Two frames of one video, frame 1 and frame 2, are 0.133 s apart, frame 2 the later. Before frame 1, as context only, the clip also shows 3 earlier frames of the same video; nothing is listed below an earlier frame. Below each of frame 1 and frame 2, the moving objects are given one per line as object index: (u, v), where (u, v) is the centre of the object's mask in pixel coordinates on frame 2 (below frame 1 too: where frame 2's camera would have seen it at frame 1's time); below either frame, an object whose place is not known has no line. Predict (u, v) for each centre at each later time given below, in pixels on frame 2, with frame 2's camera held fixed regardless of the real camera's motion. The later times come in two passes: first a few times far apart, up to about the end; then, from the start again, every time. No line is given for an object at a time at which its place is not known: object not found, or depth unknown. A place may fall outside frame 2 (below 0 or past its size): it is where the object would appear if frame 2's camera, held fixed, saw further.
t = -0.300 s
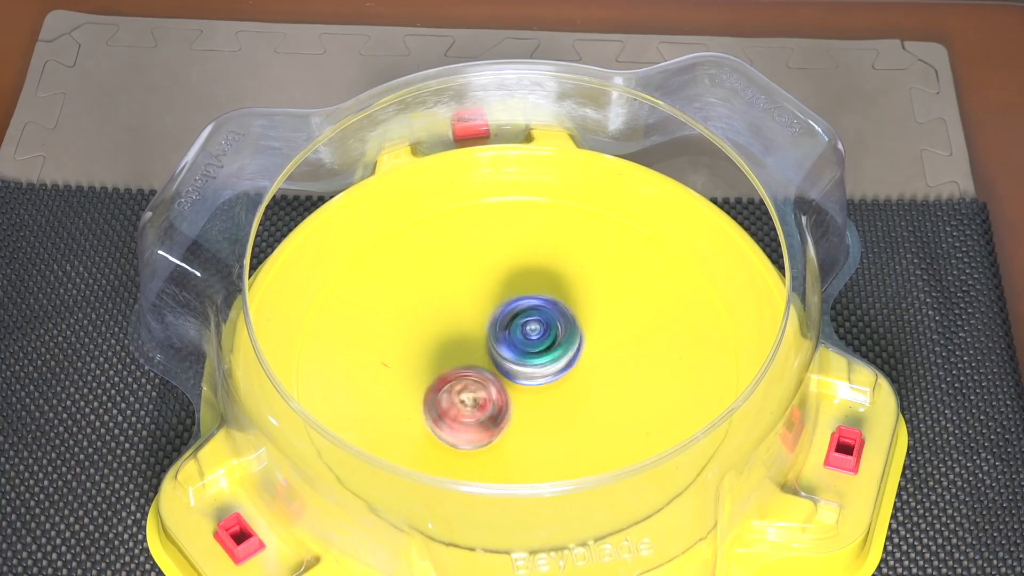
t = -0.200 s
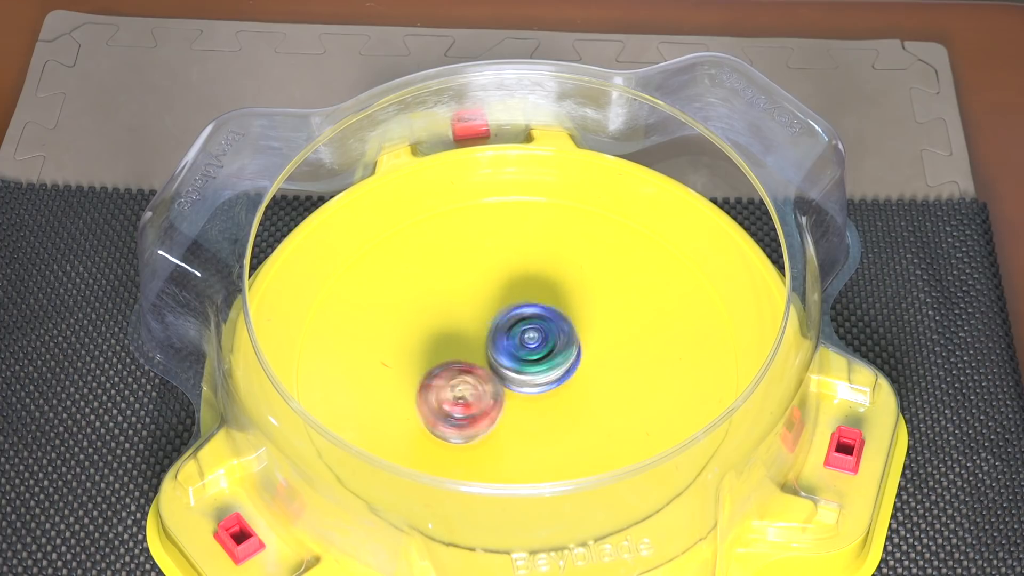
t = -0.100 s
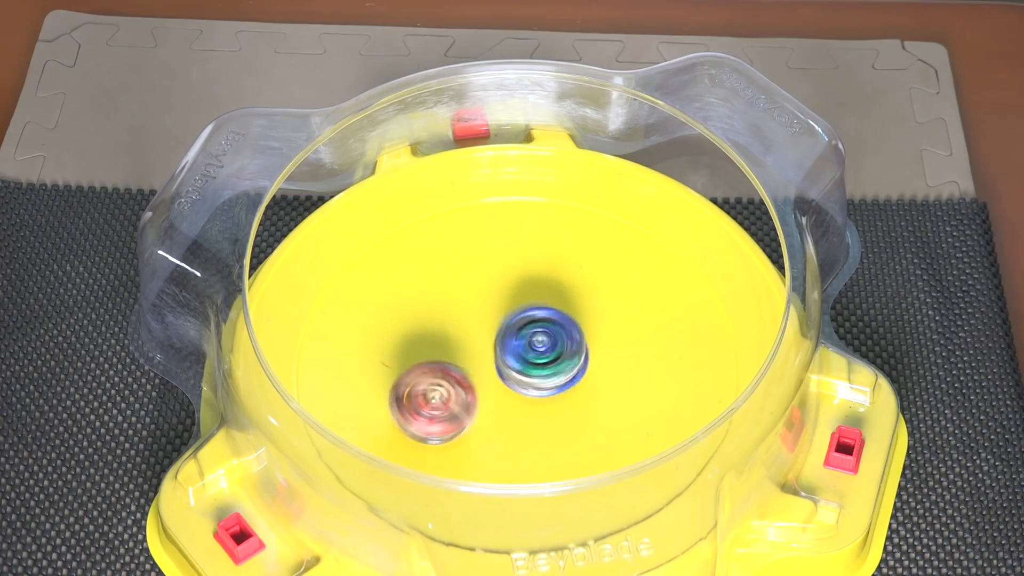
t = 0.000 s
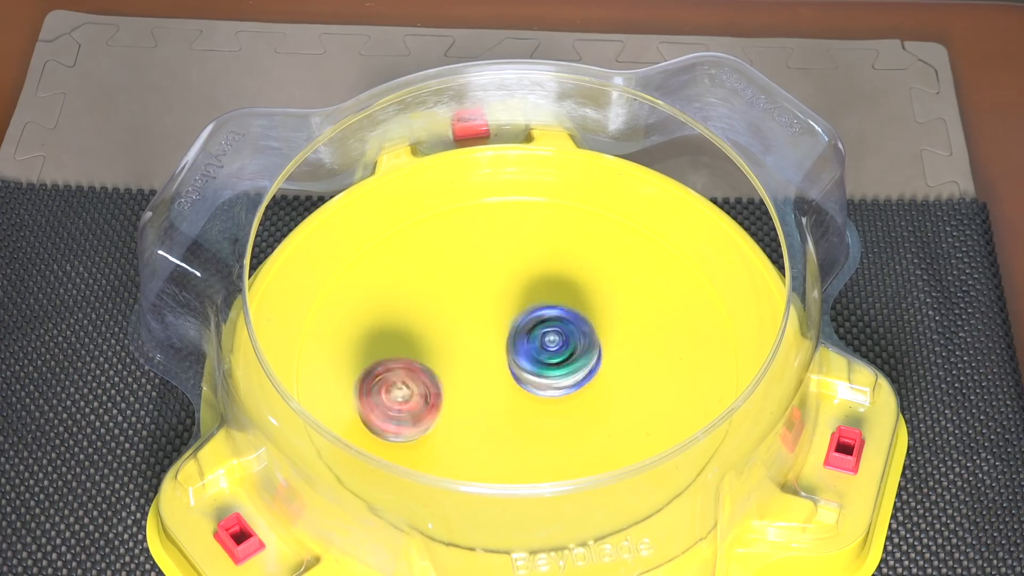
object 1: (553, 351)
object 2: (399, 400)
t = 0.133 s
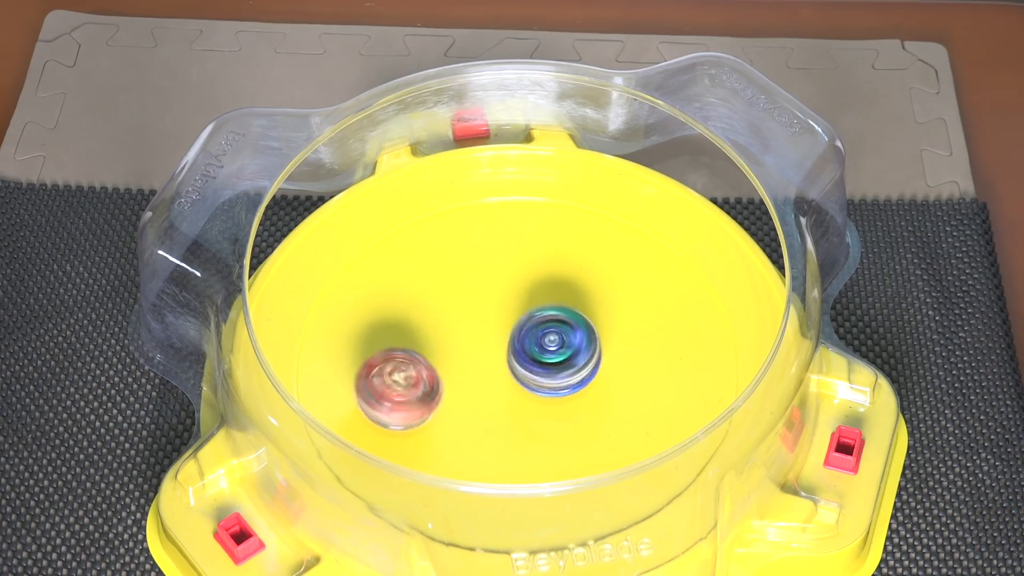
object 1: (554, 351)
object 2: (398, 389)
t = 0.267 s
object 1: (544, 355)
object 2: (424, 380)
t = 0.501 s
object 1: (555, 351)
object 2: (384, 381)
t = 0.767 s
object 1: (533, 349)
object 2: (421, 376)
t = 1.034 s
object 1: (543, 342)
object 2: (387, 377)
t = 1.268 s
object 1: (525, 341)
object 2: (434, 366)
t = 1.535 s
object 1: (530, 350)
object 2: (436, 357)
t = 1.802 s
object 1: (552, 355)
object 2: (395, 347)
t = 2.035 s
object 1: (535, 357)
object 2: (441, 362)
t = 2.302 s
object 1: (554, 355)
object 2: (390, 361)
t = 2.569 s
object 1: (527, 347)
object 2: (437, 369)
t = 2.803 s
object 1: (538, 340)
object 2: (426, 358)
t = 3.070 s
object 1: (548, 342)
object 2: (399, 348)
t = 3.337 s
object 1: (529, 350)
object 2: (426, 357)
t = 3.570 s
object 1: (533, 356)
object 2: (413, 347)
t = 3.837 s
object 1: (537, 361)
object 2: (401, 329)
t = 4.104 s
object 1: (540, 365)
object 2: (394, 328)
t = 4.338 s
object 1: (555, 368)
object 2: (401, 332)
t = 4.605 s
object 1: (556, 363)
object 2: (412, 329)
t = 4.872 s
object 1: (547, 367)
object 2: (455, 303)
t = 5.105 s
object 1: (525, 366)
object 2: (479, 297)
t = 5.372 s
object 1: (488, 383)
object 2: (520, 263)
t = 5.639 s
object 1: (464, 371)
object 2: (563, 312)
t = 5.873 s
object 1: (477, 353)
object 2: (574, 346)
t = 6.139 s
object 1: (489, 348)
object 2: (584, 357)
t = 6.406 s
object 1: (479, 336)
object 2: (573, 355)
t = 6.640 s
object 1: (463, 346)
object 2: (568, 353)
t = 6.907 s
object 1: (477, 357)
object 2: (567, 361)
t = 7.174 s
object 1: (477, 346)
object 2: (572, 375)
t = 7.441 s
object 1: (479, 338)
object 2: (553, 379)
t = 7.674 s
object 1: (482, 334)
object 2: (554, 379)
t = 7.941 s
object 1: (480, 334)
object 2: (555, 374)
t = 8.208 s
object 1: (481, 334)
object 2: (555, 374)
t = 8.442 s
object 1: (481, 334)
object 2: (556, 373)
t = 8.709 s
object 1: (481, 334)
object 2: (555, 373)
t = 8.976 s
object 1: (481, 334)
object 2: (556, 373)
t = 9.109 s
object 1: (481, 334)
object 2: (556, 373)
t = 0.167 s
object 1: (552, 352)
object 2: (402, 387)
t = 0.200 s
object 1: (549, 353)
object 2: (408, 385)
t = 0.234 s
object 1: (547, 353)
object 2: (415, 382)
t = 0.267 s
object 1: (544, 355)
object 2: (424, 380)
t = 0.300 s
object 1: (539, 356)
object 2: (433, 378)
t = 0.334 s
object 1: (536, 358)
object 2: (441, 375)
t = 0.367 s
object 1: (540, 357)
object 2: (431, 377)
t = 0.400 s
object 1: (547, 355)
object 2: (411, 380)
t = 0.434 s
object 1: (551, 354)
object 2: (397, 382)
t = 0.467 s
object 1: (553, 352)
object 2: (388, 382)
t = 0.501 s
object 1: (555, 351)
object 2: (384, 381)
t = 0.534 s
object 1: (553, 351)
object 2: (383, 380)
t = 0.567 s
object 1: (552, 349)
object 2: (384, 379)
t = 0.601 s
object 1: (551, 348)
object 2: (387, 378)
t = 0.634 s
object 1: (548, 348)
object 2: (392, 378)
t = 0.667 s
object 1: (544, 348)
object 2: (397, 378)
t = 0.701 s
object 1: (541, 347)
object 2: (404, 377)
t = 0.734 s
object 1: (538, 348)
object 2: (413, 377)
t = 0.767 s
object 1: (533, 349)
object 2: (421, 376)
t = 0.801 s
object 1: (528, 349)
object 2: (431, 375)
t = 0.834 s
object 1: (526, 350)
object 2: (439, 374)
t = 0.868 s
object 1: (534, 347)
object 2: (421, 377)
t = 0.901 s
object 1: (539, 345)
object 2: (405, 380)
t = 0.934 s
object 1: (542, 344)
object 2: (394, 381)
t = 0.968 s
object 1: (543, 343)
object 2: (388, 380)
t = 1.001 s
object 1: (544, 342)
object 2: (387, 379)
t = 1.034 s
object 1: (543, 342)
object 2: (387, 377)
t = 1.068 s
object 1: (540, 341)
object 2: (389, 375)
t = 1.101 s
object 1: (539, 340)
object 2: (394, 373)
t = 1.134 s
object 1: (537, 340)
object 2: (400, 371)
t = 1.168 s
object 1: (535, 340)
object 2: (408, 370)
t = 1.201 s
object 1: (531, 340)
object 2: (416, 368)
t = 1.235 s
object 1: (528, 341)
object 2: (426, 367)
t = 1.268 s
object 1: (525, 341)
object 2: (434, 366)
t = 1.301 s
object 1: (528, 342)
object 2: (434, 365)
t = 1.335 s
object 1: (531, 342)
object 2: (429, 365)
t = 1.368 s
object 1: (533, 343)
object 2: (427, 363)
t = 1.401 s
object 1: (533, 345)
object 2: (427, 362)
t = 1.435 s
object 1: (533, 346)
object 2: (428, 360)
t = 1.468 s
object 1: (533, 347)
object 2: (430, 359)
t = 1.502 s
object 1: (532, 348)
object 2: (433, 358)
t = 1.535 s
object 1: (530, 350)
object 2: (436, 357)
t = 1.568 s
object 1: (532, 350)
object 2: (431, 356)
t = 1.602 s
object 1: (541, 351)
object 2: (414, 354)
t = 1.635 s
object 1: (546, 352)
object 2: (401, 352)
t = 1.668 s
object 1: (550, 352)
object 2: (395, 349)
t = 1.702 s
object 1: (553, 353)
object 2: (393, 347)
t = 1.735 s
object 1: (553, 354)
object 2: (391, 346)
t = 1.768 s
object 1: (553, 355)
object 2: (392, 346)
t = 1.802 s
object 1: (552, 355)
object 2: (395, 347)
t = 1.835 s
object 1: (550, 355)
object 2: (399, 349)
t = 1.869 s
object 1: (549, 354)
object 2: (404, 351)
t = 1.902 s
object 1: (546, 354)
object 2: (411, 353)
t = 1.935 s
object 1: (545, 355)
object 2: (418, 355)
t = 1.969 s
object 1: (541, 355)
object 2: (426, 358)
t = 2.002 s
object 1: (538, 356)
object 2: (435, 360)
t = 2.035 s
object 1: (535, 357)
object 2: (441, 362)
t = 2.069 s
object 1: (536, 357)
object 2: (440, 363)
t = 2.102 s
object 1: (536, 358)
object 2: (441, 362)
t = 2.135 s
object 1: (540, 358)
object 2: (435, 362)
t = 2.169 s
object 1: (546, 358)
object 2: (417, 361)
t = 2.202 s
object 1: (550, 357)
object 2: (403, 361)
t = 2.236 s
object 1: (553, 356)
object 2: (394, 360)
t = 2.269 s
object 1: (554, 355)
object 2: (390, 360)
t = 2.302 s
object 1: (554, 355)
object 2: (390, 361)
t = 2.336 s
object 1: (552, 353)
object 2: (392, 362)
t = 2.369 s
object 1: (550, 352)
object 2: (395, 363)
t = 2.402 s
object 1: (546, 351)
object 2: (400, 364)
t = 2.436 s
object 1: (543, 350)
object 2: (406, 365)
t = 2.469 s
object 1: (538, 349)
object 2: (414, 367)
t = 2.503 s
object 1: (535, 348)
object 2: (422, 368)
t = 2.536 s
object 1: (530, 348)
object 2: (431, 369)
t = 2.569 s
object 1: (527, 347)
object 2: (437, 369)
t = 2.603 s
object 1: (533, 345)
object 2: (425, 370)
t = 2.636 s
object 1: (536, 343)
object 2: (418, 369)
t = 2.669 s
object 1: (538, 342)
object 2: (415, 368)
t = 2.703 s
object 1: (539, 341)
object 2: (416, 366)
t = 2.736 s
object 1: (540, 340)
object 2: (418, 363)
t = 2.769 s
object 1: (539, 340)
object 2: (422, 360)
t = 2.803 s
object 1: (538, 340)
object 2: (426, 358)
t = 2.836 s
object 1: (536, 340)
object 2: (432, 356)
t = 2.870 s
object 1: (535, 340)
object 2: (436, 354)
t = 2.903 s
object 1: (533, 340)
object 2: (441, 352)
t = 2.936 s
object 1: (540, 339)
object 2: (426, 351)
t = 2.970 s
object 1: (544, 339)
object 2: (414, 350)
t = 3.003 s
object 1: (547, 340)
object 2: (407, 349)
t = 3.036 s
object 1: (548, 341)
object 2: (401, 348)
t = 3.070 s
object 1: (548, 342)
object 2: (399, 348)
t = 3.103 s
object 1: (547, 343)
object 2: (398, 347)
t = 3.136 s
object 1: (546, 344)
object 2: (400, 348)
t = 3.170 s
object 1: (543, 345)
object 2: (402, 349)
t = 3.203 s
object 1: (541, 346)
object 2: (404, 351)
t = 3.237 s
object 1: (538, 347)
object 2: (409, 353)
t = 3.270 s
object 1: (535, 348)
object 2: (414, 355)
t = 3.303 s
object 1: (532, 349)
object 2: (419, 356)
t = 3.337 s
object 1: (529, 350)
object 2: (426, 357)
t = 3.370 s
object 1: (524, 351)
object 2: (432, 356)
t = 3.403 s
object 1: (530, 351)
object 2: (423, 356)
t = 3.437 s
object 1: (534, 351)
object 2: (414, 354)
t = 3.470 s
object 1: (535, 352)
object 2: (409, 353)
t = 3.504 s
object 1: (535, 354)
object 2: (410, 351)
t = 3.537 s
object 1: (535, 355)
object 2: (411, 349)
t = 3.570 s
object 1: (533, 356)
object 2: (413, 347)
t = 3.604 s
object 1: (532, 356)
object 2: (416, 346)
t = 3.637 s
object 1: (530, 357)
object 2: (420, 345)
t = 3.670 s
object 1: (528, 357)
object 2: (423, 344)
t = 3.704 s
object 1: (526, 357)
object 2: (428, 343)
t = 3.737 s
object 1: (525, 357)
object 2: (433, 341)
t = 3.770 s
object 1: (524, 357)
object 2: (433, 341)
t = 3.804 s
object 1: (532, 359)
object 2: (415, 336)
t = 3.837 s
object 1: (537, 361)
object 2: (401, 329)
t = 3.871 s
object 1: (539, 362)
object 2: (390, 325)
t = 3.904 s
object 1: (541, 363)
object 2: (382, 320)
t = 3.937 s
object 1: (542, 364)
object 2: (379, 320)
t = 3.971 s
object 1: (542, 365)
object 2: (379, 319)
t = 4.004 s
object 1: (542, 365)
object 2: (379, 319)
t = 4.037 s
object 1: (541, 365)
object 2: (383, 321)
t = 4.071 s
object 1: (540, 365)
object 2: (387, 324)
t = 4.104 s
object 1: (540, 365)
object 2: (394, 328)
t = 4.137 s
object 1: (538, 365)
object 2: (403, 332)
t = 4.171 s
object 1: (535, 364)
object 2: (411, 337)
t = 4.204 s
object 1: (533, 364)
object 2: (421, 341)
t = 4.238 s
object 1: (530, 363)
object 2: (433, 344)
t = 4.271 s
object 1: (532, 365)
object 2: (434, 344)
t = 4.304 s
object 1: (545, 366)
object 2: (416, 337)
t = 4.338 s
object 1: (555, 368)
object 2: (401, 332)
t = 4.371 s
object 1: (560, 369)
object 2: (392, 329)
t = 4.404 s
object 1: (562, 368)
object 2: (390, 324)
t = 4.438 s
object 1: (563, 367)
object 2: (389, 323)
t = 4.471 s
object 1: (563, 367)
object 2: (391, 323)
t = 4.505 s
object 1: (561, 366)
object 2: (395, 324)
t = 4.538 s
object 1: (560, 365)
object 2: (399, 325)
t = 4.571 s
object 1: (559, 364)
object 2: (405, 327)
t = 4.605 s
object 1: (556, 363)
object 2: (412, 329)
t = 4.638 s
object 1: (552, 361)
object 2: (419, 330)
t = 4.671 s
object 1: (547, 361)
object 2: (429, 332)
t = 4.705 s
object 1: (543, 360)
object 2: (439, 333)
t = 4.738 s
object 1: (539, 359)
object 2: (450, 334)
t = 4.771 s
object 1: (543, 361)
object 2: (446, 323)
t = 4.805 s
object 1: (546, 362)
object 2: (446, 313)
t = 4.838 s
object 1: (548, 365)
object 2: (447, 306)
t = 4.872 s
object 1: (547, 367)
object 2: (455, 303)
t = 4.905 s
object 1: (544, 367)
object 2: (457, 301)
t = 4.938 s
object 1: (542, 367)
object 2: (463, 302)
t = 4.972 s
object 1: (538, 366)
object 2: (470, 304)
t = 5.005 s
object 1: (534, 366)
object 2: (471, 304)
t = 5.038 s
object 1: (532, 365)
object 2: (473, 305)
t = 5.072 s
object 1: (528, 364)
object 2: (475, 304)
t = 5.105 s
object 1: (525, 366)
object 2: (479, 297)
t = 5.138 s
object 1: (521, 367)
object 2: (481, 294)
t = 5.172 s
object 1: (517, 367)
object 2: (481, 295)
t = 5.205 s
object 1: (513, 367)
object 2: (482, 297)
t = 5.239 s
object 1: (508, 367)
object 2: (483, 295)
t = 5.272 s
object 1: (503, 376)
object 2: (487, 279)
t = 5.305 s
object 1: (498, 381)
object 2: (495, 267)
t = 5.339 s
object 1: (492, 384)
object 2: (507, 263)
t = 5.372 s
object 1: (488, 383)
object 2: (520, 263)
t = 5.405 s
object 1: (485, 382)
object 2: (532, 267)
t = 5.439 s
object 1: (485, 380)
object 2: (541, 274)
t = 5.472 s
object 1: (483, 377)
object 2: (545, 284)
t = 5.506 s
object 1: (483, 375)
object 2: (544, 296)
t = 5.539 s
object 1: (485, 372)
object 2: (541, 308)
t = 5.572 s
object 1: (482, 370)
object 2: (539, 313)
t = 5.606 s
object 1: (472, 371)
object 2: (552, 313)
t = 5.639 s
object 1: (464, 371)
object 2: (563, 312)
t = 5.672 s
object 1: (462, 369)
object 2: (569, 316)
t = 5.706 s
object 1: (461, 366)
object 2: (574, 321)
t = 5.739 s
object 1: (464, 364)
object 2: (574, 325)
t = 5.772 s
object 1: (468, 363)
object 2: (572, 330)
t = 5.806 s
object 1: (474, 361)
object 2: (568, 335)
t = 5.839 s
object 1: (477, 357)
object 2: (567, 340)
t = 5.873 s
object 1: (477, 353)
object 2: (574, 346)
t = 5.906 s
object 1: (478, 352)
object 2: (576, 351)
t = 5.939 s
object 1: (481, 352)
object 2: (574, 355)
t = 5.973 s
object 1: (483, 354)
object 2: (576, 358)
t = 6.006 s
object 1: (482, 354)
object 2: (582, 360)
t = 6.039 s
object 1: (483, 352)
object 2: (586, 360)
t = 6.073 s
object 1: (484, 350)
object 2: (587, 360)
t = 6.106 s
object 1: (487, 348)
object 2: (586, 359)
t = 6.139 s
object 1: (489, 348)
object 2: (584, 357)
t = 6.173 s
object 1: (489, 347)
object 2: (581, 354)
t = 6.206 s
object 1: (486, 344)
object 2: (587, 354)
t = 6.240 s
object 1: (483, 342)
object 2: (590, 354)
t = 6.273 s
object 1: (483, 339)
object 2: (587, 357)
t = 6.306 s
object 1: (483, 337)
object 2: (585, 359)
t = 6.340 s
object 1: (481, 337)
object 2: (580, 359)
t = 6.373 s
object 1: (479, 336)
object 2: (574, 358)
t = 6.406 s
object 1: (479, 336)
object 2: (573, 355)
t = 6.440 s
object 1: (477, 336)
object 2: (572, 353)
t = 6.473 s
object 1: (478, 337)
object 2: (569, 350)
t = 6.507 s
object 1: (474, 339)
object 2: (570, 349)
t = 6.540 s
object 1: (468, 339)
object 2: (574, 351)
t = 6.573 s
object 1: (464, 340)
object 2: (573, 354)
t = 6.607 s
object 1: (463, 342)
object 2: (571, 353)
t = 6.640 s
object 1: (463, 346)
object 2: (568, 353)
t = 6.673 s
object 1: (464, 349)
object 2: (563, 354)
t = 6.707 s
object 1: (467, 352)
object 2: (560, 355)
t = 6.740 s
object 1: (468, 354)
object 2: (566, 358)
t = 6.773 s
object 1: (469, 355)
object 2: (569, 359)
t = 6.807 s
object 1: (471, 356)
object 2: (570, 359)
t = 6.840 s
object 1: (474, 357)
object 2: (569, 359)
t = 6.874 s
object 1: (477, 357)
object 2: (567, 359)
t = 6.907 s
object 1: (477, 357)
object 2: (567, 361)
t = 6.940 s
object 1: (477, 355)
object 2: (571, 364)
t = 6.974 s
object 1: (478, 353)
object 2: (571, 367)
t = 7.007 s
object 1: (479, 351)
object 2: (570, 369)
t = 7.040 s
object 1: (480, 349)
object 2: (568, 370)
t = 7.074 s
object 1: (480, 348)
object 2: (570, 370)
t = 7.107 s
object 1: (479, 347)
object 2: (570, 371)
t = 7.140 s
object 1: (478, 347)
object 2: (571, 374)
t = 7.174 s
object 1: (477, 346)
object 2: (572, 375)
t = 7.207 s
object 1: (477, 346)
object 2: (570, 375)
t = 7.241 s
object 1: (476, 346)
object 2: (567, 374)
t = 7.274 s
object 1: (476, 346)
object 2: (563, 375)
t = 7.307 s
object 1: (476, 345)
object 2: (559, 377)
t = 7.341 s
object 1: (476, 343)
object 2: (554, 379)
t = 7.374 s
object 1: (476, 341)
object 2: (552, 379)
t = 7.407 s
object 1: (478, 339)
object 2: (553, 380)
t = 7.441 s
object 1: (479, 338)
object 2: (553, 379)
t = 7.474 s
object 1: (481, 336)
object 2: (554, 379)
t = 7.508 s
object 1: (482, 334)
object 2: (554, 380)
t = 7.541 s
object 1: (483, 334)
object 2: (554, 381)
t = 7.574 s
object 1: (483, 334)
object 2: (553, 381)
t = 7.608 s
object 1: (483, 334)
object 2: (553, 381)
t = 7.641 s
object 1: (483, 334)
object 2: (554, 380)
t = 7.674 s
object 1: (482, 334)
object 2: (554, 379)
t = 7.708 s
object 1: (482, 334)
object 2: (554, 378)
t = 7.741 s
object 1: (481, 334)
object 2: (554, 377)
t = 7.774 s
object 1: (481, 334)
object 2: (555, 375)
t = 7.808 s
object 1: (480, 334)
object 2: (556, 373)
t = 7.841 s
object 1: (480, 334)
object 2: (556, 372)
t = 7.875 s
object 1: (480, 334)
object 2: (556, 372)
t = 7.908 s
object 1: (480, 334)
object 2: (555, 373)
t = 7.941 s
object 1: (480, 334)
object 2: (555, 374)
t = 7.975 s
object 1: (480, 334)
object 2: (554, 375)
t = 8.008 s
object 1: (480, 334)
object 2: (555, 374)
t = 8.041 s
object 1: (481, 334)
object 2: (555, 373)
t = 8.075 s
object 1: (481, 334)
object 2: (556, 373)
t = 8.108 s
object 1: (480, 334)
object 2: (556, 372)
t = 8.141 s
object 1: (481, 334)
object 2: (556, 372)
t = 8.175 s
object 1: (480, 334)
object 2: (555, 373)
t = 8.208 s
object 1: (481, 334)
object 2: (555, 374)
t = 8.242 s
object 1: (481, 334)
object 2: (555, 374)
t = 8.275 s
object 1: (480, 334)
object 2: (555, 374)
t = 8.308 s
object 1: (480, 334)
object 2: (555, 374)
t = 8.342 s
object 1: (480, 334)
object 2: (555, 374)
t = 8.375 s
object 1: (480, 334)
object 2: (555, 374)
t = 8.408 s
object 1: (480, 334)
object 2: (555, 373)
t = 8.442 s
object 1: (481, 334)
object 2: (556, 373)
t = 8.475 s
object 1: (480, 334)
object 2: (556, 373)
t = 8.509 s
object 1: (481, 334)
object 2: (556, 372)
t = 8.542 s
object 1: (481, 334)
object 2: (556, 372)
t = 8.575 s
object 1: (481, 334)
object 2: (556, 373)
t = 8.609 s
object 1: (480, 334)
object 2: (556, 373)
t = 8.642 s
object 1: (481, 334)
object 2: (556, 373)
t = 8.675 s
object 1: (481, 334)
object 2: (555, 373)
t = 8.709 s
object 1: (481, 334)
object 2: (555, 373)
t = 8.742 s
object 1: (481, 334)
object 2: (555, 373)
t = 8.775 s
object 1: (481, 334)
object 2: (555, 373)
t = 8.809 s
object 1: (481, 334)
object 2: (555, 373)
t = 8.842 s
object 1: (481, 334)
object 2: (555, 373)
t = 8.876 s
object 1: (481, 334)
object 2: (555, 373)
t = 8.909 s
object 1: (481, 334)
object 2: (555, 373)
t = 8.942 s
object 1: (481, 334)
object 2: (556, 373)
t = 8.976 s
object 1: (481, 334)
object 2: (556, 373)
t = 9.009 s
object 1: (481, 334)
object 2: (556, 373)
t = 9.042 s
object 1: (481, 334)
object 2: (556, 373)
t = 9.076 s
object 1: (481, 334)
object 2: (556, 373)
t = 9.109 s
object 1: (481, 334)
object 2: (556, 373)
